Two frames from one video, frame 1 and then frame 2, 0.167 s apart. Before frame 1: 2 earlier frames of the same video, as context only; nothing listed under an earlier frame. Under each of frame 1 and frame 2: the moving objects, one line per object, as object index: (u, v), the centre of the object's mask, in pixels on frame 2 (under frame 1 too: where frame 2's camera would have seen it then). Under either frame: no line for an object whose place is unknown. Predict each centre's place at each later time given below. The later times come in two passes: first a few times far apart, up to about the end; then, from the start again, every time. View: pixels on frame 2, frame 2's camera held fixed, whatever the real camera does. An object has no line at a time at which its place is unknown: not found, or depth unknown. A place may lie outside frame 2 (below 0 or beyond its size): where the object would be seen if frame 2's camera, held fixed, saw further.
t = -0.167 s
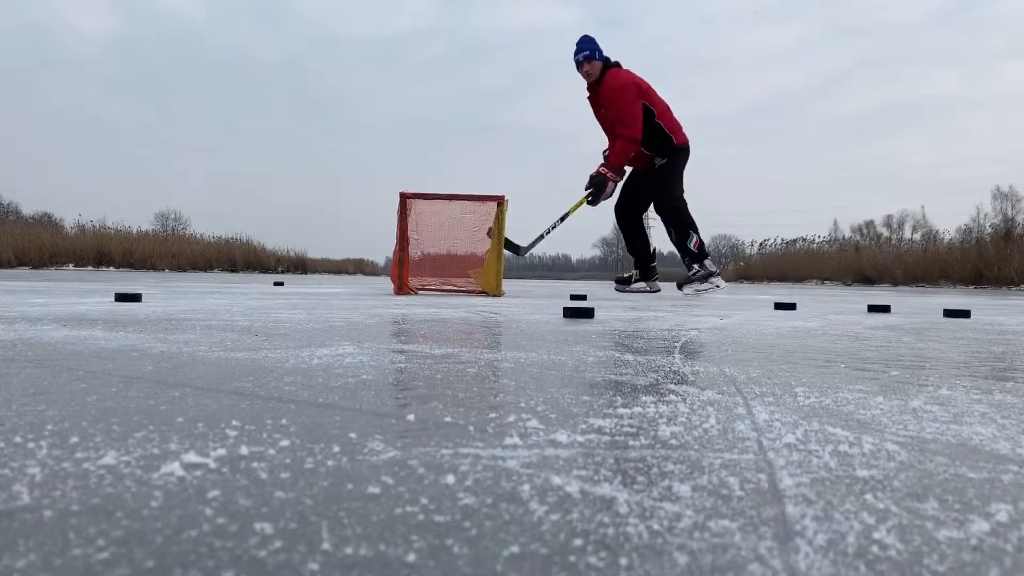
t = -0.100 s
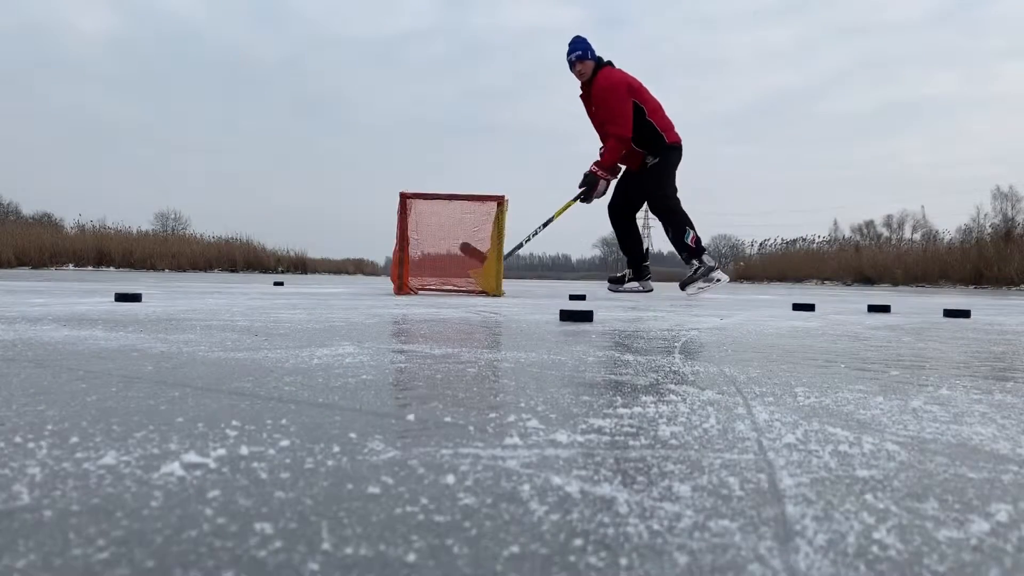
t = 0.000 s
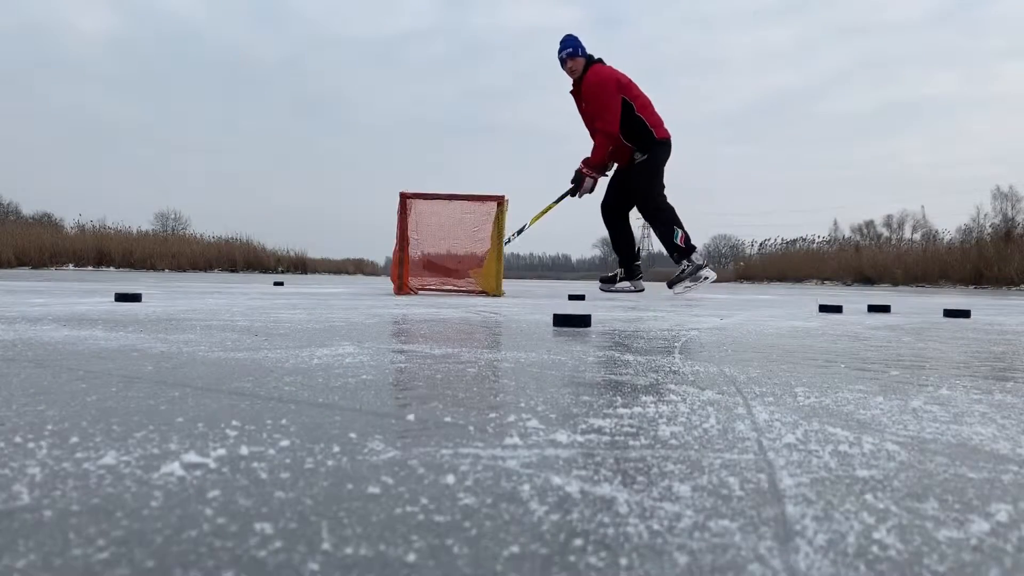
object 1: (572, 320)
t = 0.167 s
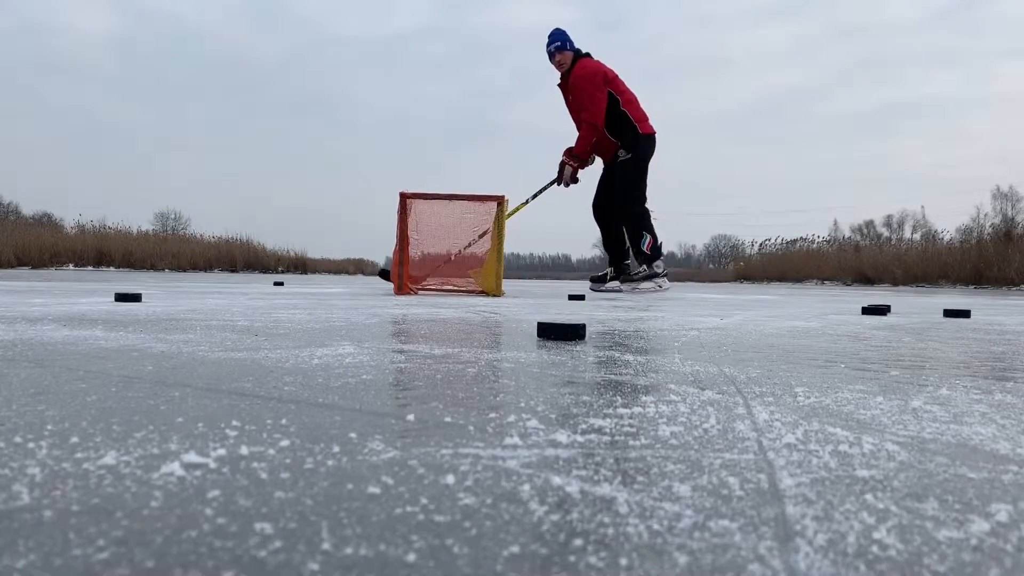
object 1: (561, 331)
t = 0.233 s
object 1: (555, 337)
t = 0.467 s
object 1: (518, 371)
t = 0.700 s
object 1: (391, 491)
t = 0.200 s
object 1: (558, 334)
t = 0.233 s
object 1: (555, 337)
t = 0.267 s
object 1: (552, 340)
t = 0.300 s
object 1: (548, 344)
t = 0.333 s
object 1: (543, 348)
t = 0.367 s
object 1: (538, 354)
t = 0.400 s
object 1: (532, 359)
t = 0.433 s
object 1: (526, 365)
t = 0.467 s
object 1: (518, 371)
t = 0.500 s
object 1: (510, 378)
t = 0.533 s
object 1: (499, 388)
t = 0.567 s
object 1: (486, 398)
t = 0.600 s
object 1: (469, 414)
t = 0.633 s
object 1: (450, 433)
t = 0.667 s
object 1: (425, 457)
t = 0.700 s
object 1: (391, 491)
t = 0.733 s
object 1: (343, 522)
